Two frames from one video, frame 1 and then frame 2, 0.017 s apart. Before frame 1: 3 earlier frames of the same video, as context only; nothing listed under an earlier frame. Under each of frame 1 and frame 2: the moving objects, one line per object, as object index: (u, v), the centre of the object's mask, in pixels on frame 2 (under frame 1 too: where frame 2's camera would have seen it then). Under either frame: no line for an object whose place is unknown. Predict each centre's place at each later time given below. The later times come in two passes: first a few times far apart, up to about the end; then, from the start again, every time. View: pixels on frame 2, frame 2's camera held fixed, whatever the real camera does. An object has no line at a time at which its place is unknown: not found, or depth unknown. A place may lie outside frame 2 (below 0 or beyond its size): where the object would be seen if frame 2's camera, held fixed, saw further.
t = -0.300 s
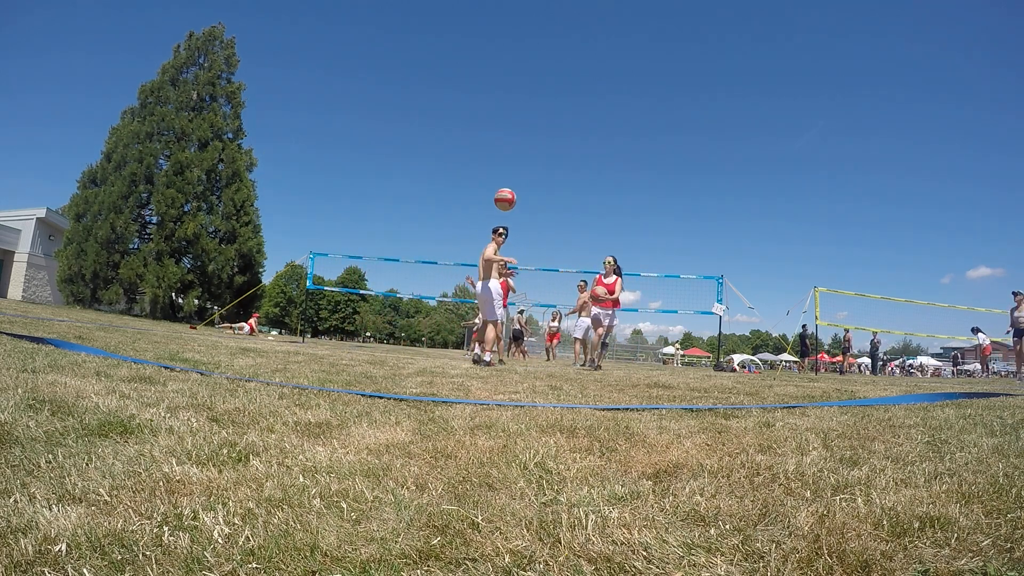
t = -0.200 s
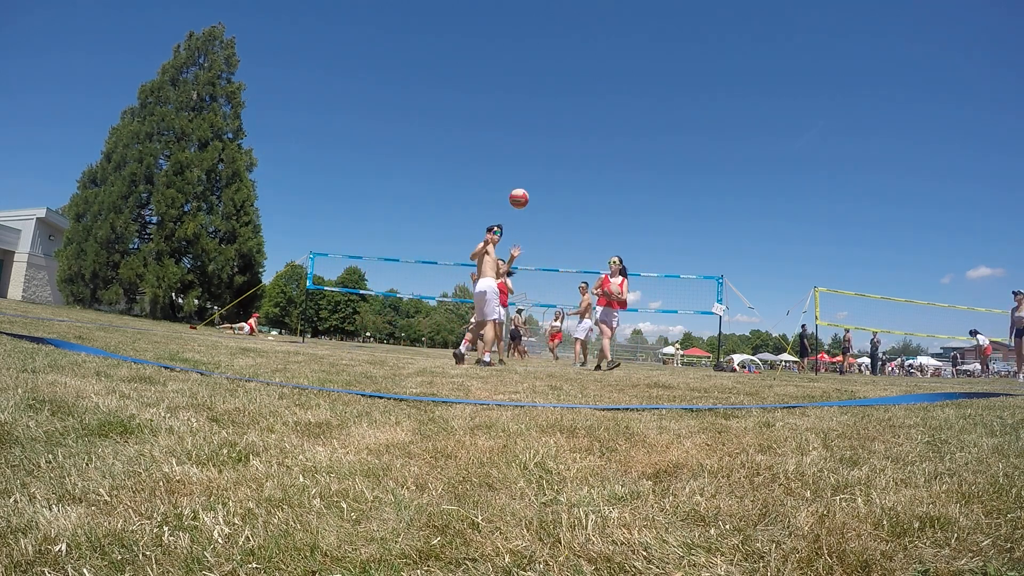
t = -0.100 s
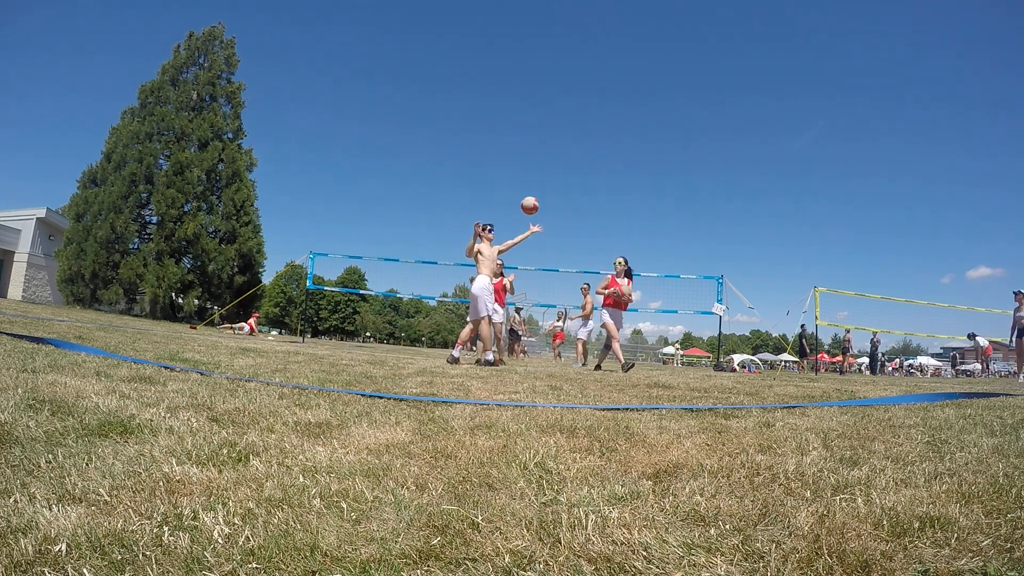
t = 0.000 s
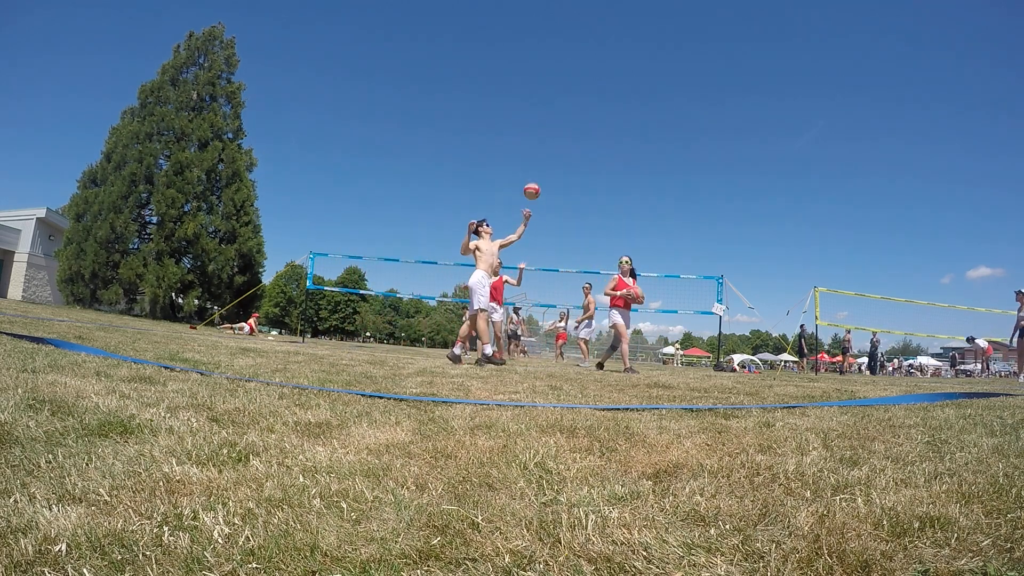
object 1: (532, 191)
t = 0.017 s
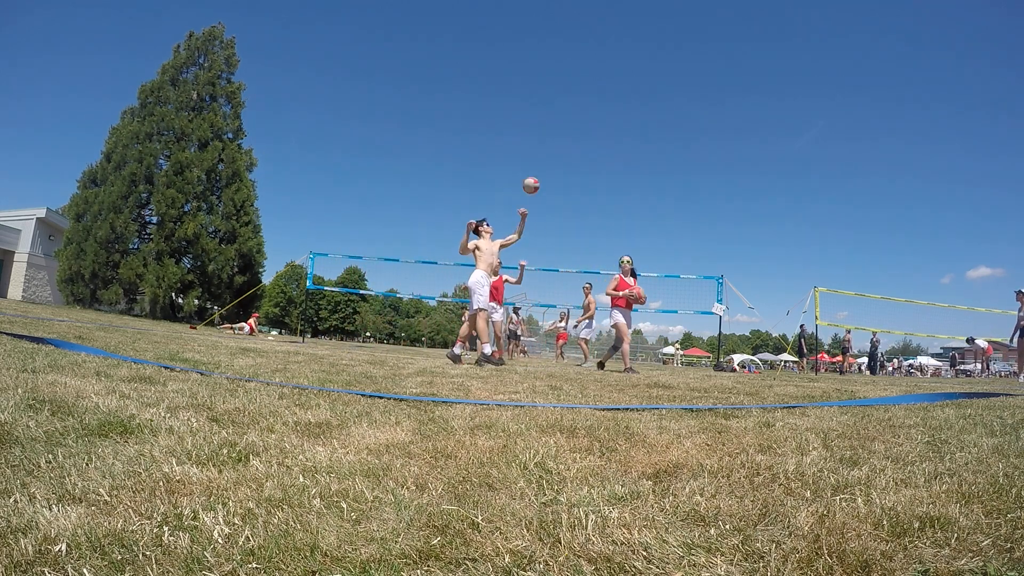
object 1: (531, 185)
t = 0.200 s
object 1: (521, 137)
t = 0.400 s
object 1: (509, 114)
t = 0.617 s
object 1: (495, 117)
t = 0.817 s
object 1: (480, 143)
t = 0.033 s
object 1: (530, 180)
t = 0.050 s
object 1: (529, 174)
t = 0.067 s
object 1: (528, 169)
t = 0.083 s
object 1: (527, 164)
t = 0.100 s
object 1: (526, 160)
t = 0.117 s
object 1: (525, 156)
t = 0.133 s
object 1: (525, 152)
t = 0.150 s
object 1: (524, 147)
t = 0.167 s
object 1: (523, 144)
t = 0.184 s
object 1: (522, 140)
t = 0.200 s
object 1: (521, 137)
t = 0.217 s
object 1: (520, 134)
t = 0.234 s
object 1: (519, 132)
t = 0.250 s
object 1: (518, 129)
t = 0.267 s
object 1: (517, 127)
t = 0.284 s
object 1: (516, 124)
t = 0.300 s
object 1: (515, 122)
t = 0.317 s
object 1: (514, 121)
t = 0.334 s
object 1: (513, 119)
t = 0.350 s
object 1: (512, 118)
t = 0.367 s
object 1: (511, 116)
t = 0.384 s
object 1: (510, 115)
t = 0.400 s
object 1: (509, 114)
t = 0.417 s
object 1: (508, 114)
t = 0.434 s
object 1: (507, 113)
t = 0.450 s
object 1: (506, 112)
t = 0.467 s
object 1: (505, 112)
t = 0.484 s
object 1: (504, 112)
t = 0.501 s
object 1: (503, 112)
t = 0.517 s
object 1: (502, 113)
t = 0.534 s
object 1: (501, 113)
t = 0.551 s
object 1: (500, 113)
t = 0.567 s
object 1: (499, 114)
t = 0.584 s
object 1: (497, 115)
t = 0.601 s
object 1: (496, 116)
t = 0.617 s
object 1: (495, 117)
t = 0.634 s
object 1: (494, 118)
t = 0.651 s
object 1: (493, 120)
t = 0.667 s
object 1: (492, 121)
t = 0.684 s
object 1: (490, 123)
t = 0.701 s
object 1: (489, 125)
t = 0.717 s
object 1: (488, 127)
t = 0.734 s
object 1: (487, 130)
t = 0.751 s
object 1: (485, 132)
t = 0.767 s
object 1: (484, 135)
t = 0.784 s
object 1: (483, 137)
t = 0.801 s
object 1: (481, 140)
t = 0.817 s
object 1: (480, 143)
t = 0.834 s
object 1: (479, 147)
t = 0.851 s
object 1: (477, 150)
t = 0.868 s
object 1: (476, 153)
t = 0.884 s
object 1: (475, 157)
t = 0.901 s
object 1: (473, 161)
